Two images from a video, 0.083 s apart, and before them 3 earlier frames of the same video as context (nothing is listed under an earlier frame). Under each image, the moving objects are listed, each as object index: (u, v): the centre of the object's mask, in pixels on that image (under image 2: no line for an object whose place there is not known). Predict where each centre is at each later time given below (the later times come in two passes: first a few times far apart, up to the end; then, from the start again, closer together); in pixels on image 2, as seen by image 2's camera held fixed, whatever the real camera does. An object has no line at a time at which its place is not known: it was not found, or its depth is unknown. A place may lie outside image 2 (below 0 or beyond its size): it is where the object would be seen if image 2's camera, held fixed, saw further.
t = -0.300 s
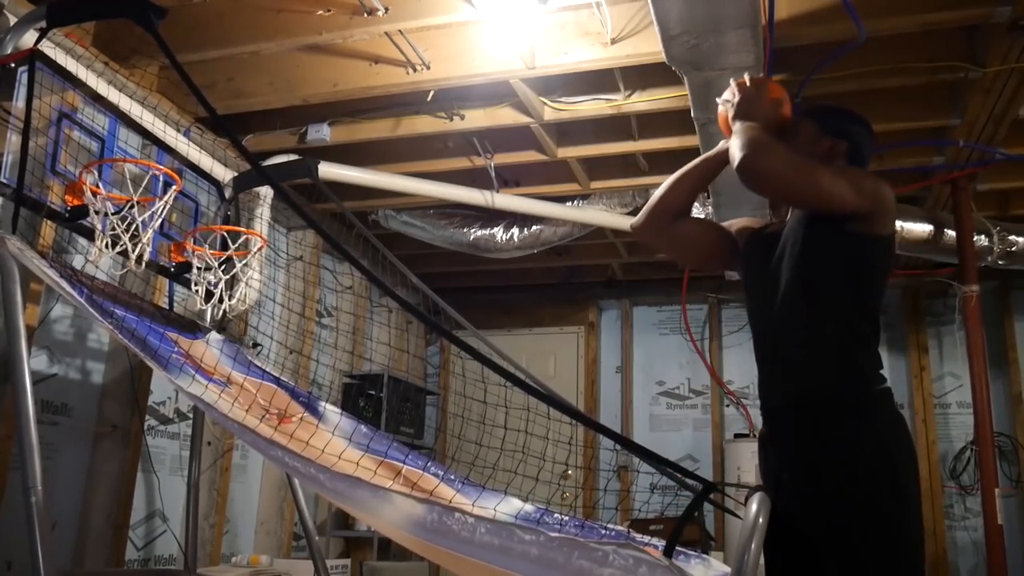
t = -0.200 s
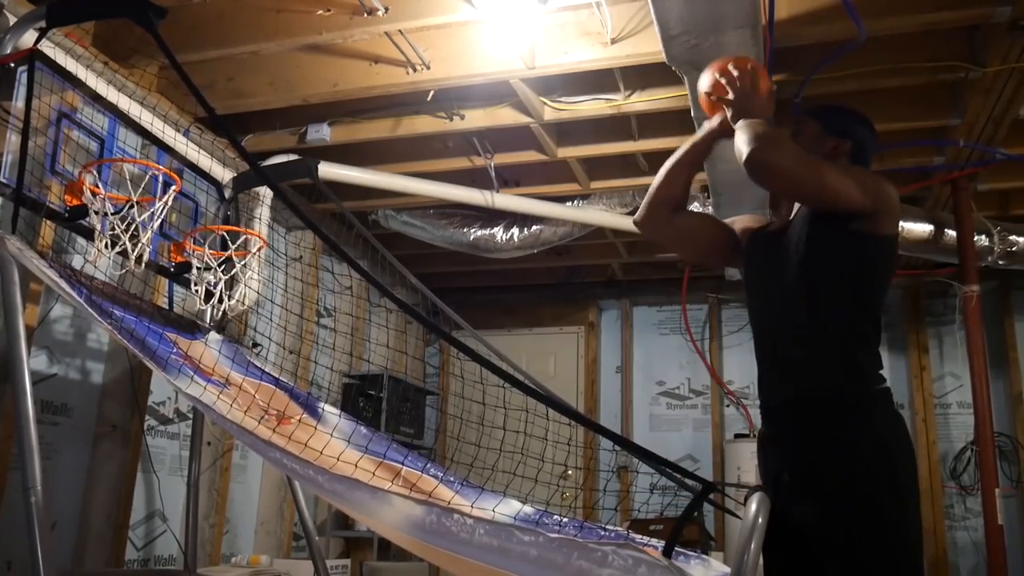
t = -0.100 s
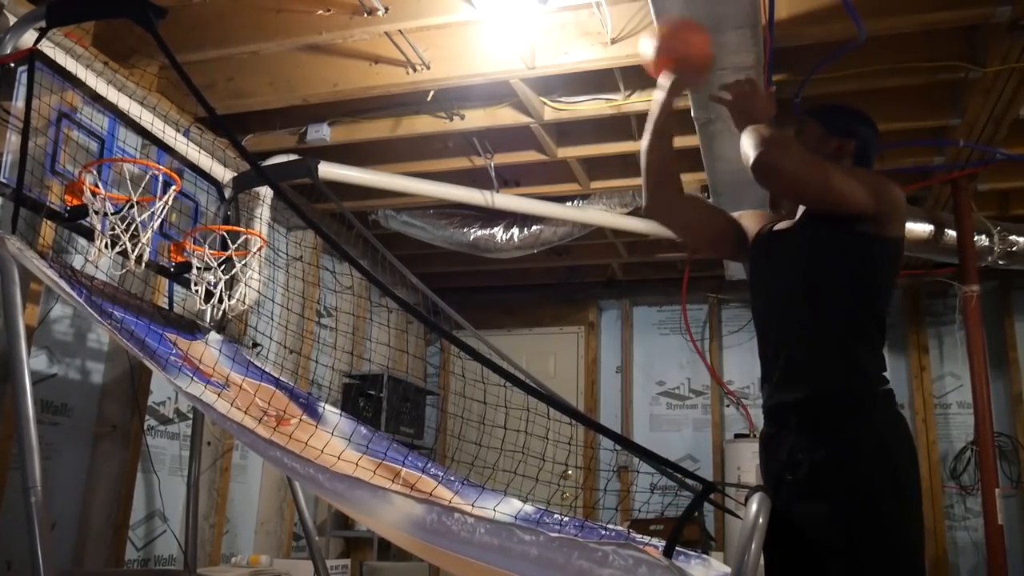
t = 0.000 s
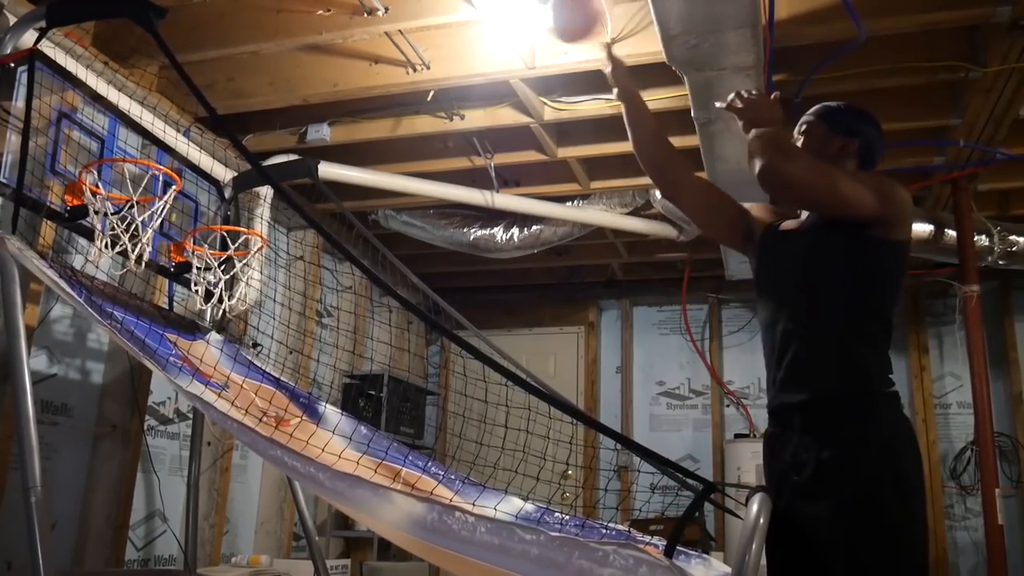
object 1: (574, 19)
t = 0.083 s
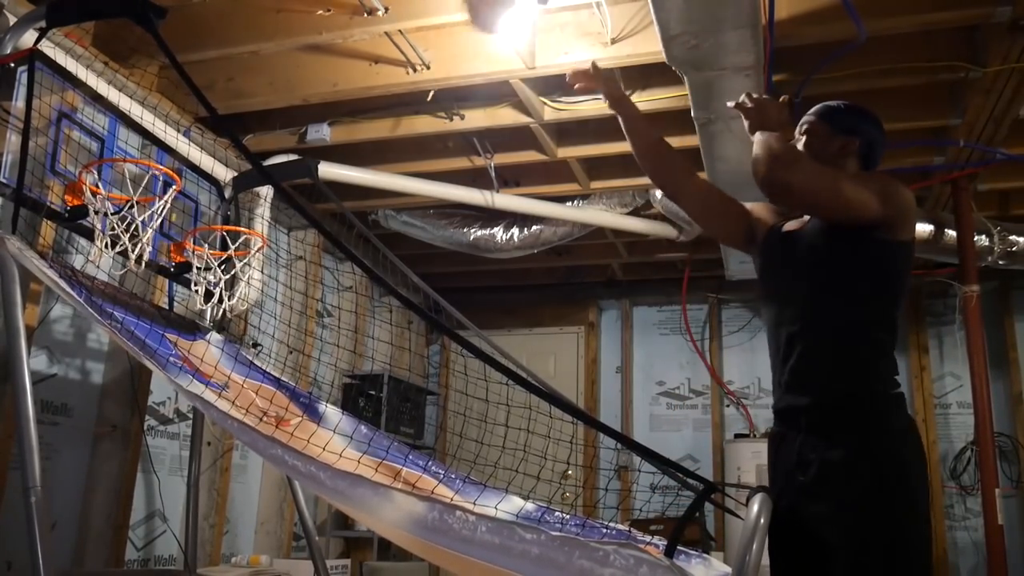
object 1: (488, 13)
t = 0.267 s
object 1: (323, 52)
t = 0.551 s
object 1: (244, 175)
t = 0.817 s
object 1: (366, 358)
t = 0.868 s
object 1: (388, 419)
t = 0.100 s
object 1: (473, 15)
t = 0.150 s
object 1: (426, 17)
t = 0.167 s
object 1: (409, 19)
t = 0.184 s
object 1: (400, 21)
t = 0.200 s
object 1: (385, 24)
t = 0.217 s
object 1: (369, 29)
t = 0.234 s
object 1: (355, 36)
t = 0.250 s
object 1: (340, 42)
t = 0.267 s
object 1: (323, 52)
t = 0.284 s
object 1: (309, 60)
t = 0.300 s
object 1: (294, 70)
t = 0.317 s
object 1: (279, 81)
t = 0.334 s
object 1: (263, 92)
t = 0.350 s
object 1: (250, 103)
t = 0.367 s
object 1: (236, 114)
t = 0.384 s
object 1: (220, 129)
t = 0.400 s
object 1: (201, 145)
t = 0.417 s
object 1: (188, 159)
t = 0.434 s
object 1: (192, 162)
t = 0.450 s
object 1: (200, 162)
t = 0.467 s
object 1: (209, 161)
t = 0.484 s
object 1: (217, 161)
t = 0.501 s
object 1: (224, 164)
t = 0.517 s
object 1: (230, 168)
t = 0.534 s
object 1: (236, 171)
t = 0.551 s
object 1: (244, 175)
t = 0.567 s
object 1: (252, 181)
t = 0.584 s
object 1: (258, 187)
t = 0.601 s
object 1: (269, 190)
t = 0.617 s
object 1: (277, 196)
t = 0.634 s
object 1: (285, 205)
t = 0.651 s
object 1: (293, 214)
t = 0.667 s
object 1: (297, 226)
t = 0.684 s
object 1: (306, 236)
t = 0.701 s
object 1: (314, 247)
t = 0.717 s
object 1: (321, 258)
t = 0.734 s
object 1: (330, 270)
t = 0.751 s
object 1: (338, 286)
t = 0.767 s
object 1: (344, 301)
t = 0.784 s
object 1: (352, 319)
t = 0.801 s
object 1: (359, 337)
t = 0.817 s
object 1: (366, 358)
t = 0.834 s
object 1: (374, 379)
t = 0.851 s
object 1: (381, 398)
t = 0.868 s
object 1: (388, 419)
